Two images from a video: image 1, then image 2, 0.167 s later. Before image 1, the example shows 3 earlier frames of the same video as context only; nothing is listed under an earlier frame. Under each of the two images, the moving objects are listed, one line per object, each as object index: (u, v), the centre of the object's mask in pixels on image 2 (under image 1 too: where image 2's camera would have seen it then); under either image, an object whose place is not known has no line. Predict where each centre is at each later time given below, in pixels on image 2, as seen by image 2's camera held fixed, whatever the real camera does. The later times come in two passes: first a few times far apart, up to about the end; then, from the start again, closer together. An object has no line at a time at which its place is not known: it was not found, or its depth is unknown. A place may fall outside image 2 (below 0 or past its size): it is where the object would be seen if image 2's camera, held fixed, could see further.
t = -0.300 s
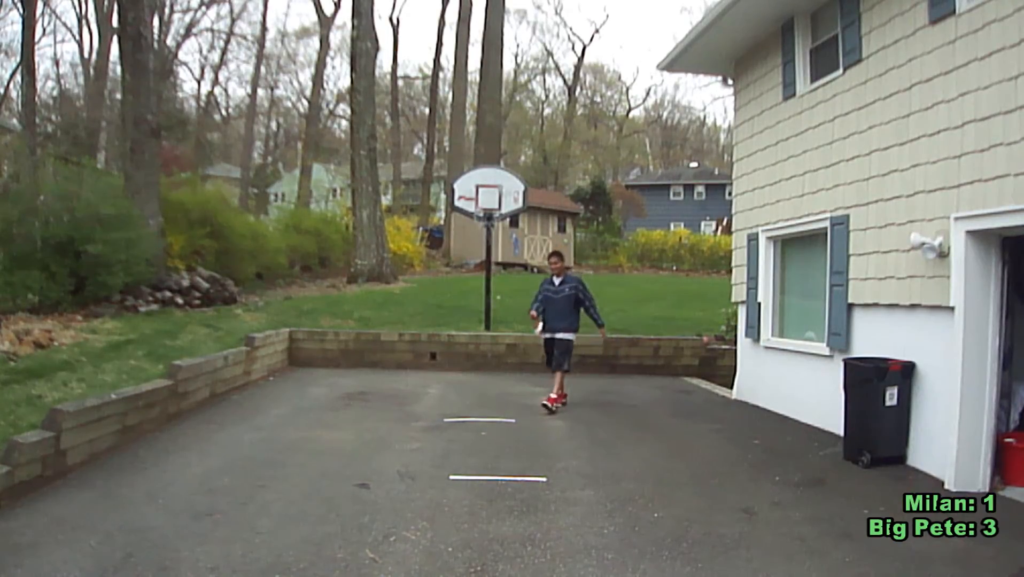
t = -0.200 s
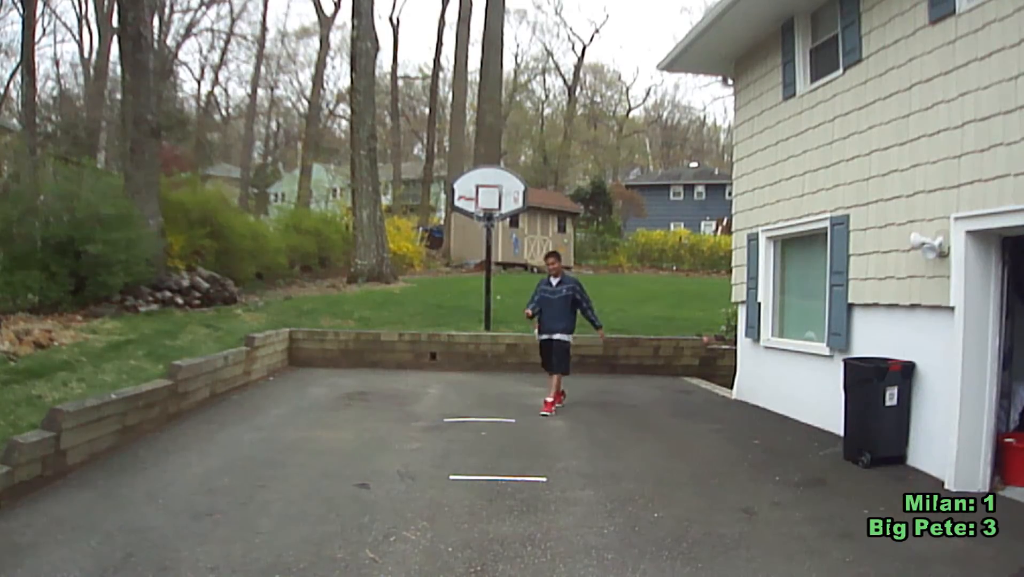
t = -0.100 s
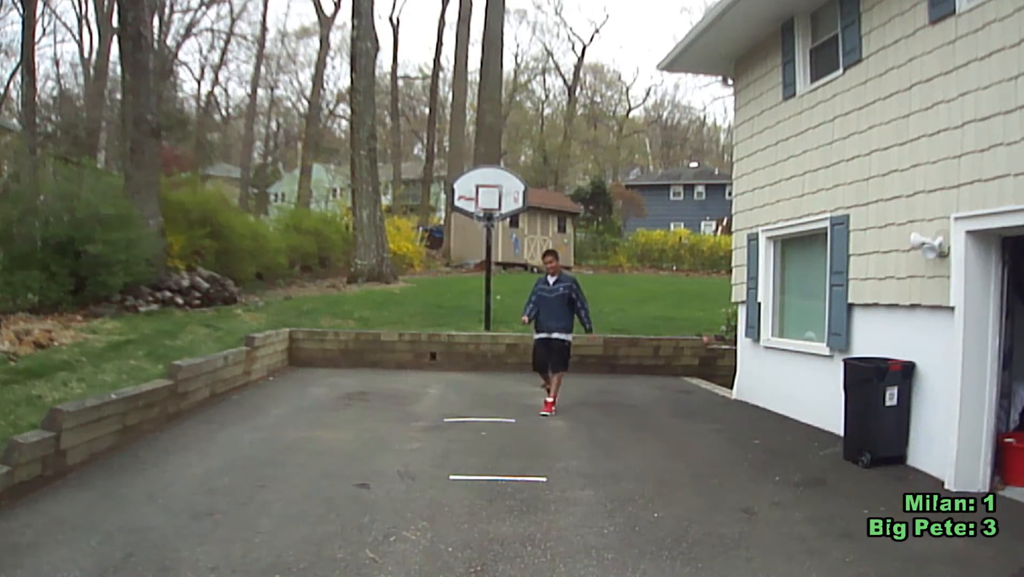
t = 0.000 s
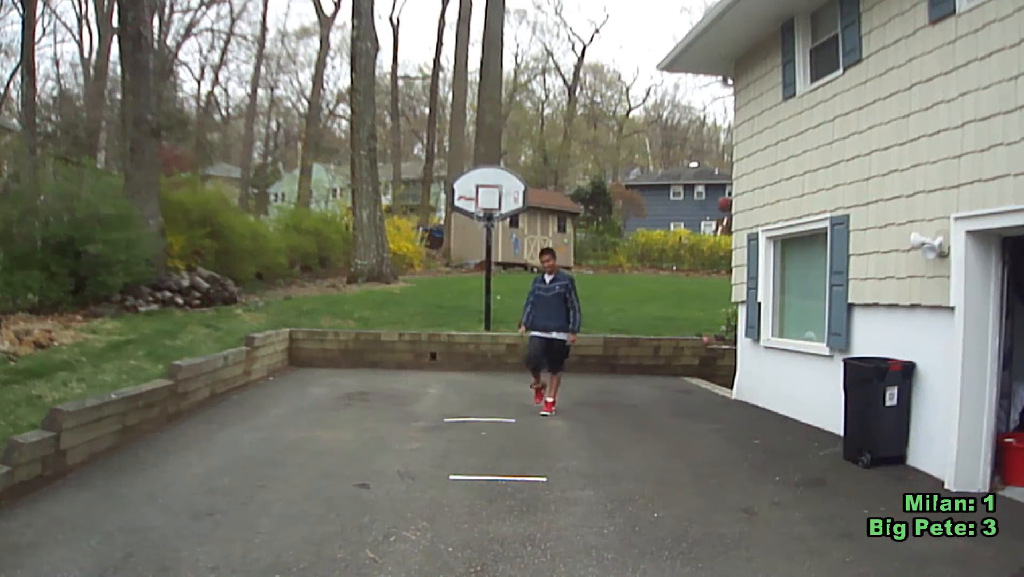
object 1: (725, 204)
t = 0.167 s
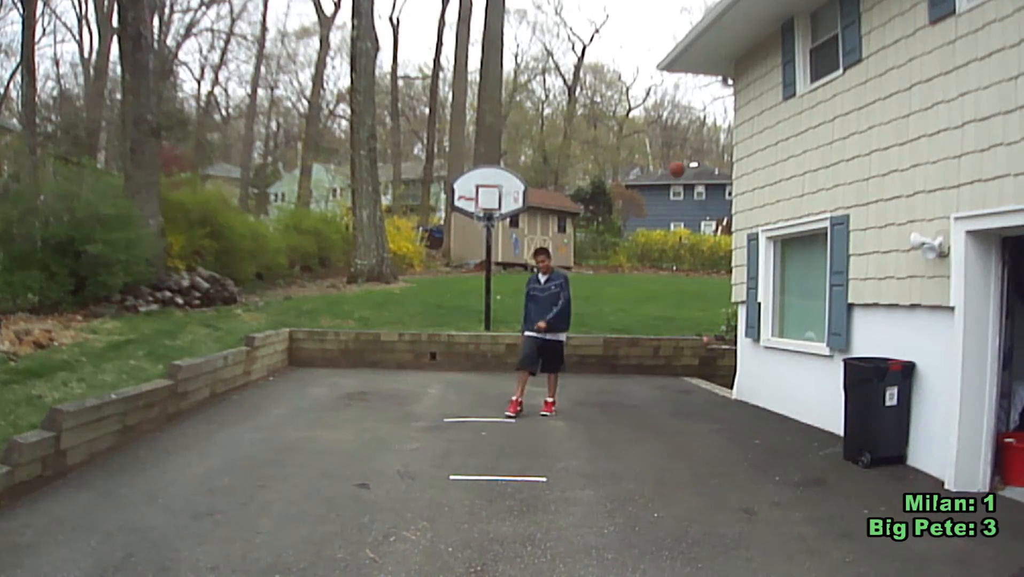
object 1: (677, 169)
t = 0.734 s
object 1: (521, 188)
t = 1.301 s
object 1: (468, 225)
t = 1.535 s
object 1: (451, 294)
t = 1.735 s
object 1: (435, 373)
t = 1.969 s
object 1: (419, 305)
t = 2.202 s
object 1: (402, 275)
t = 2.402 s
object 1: (387, 283)
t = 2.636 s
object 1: (367, 330)
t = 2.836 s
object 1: (350, 368)
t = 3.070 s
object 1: (331, 326)
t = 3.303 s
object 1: (310, 327)
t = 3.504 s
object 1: (292, 362)
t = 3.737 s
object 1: (276, 356)
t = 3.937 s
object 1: (264, 345)
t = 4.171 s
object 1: (249, 373)
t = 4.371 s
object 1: (237, 367)
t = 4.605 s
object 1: (234, 366)
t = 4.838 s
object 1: (240, 381)
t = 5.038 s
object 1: (241, 376)
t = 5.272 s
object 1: (242, 386)
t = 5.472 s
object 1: (245, 389)
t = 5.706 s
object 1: (246, 391)
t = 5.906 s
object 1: (249, 395)
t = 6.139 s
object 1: (252, 400)
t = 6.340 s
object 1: (256, 405)
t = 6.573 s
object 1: (263, 409)
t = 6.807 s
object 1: (270, 414)
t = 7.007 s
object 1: (274, 417)
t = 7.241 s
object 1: (279, 420)
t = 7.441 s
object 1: (281, 423)
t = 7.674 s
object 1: (284, 428)
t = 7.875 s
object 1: (286, 431)
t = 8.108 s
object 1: (288, 436)
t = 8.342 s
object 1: (289, 441)
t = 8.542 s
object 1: (291, 445)
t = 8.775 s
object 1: (290, 451)
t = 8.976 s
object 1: (289, 457)
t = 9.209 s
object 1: (288, 464)
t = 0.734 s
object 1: (521, 188)
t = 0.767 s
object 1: (512, 196)
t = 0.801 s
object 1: (503, 204)
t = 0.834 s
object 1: (499, 204)
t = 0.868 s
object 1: (497, 202)
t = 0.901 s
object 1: (495, 199)
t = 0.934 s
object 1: (494, 196)
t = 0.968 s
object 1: (492, 195)
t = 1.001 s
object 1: (489, 195)
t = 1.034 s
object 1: (486, 195)
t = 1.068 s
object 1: (485, 196)
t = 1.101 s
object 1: (482, 198)
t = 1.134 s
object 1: (480, 200)
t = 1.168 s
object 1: (478, 204)
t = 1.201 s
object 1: (475, 207)
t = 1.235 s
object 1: (473, 213)
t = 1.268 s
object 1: (470, 219)
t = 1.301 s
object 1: (468, 225)
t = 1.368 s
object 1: (463, 240)
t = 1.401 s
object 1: (461, 249)
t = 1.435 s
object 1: (458, 258)
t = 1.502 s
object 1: (453, 281)
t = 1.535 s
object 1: (451, 294)
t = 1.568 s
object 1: (448, 307)
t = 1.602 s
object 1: (445, 321)
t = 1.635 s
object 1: (442, 335)
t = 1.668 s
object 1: (440, 351)
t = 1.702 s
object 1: (438, 368)
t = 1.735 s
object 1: (435, 373)
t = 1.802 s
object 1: (431, 350)
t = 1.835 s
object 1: (428, 339)
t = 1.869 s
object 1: (426, 330)
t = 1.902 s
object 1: (423, 320)
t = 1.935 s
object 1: (421, 312)
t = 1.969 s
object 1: (419, 305)
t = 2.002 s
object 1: (417, 298)
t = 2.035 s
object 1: (415, 292)
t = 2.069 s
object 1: (412, 287)
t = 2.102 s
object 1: (410, 283)
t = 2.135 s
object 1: (407, 280)
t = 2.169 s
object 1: (405, 277)
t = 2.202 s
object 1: (402, 275)
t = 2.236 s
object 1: (400, 274)
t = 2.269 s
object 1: (397, 274)
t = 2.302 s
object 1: (394, 275)
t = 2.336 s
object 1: (392, 276)
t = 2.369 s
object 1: (389, 279)
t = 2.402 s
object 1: (387, 283)
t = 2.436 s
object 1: (385, 287)
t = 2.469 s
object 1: (381, 292)
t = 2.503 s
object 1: (378, 298)
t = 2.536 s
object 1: (376, 305)
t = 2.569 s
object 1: (373, 312)
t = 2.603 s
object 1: (370, 320)
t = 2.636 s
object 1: (367, 330)
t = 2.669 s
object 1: (364, 340)
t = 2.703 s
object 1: (361, 351)
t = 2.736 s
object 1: (359, 364)
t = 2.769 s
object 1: (356, 377)
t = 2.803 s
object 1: (353, 377)
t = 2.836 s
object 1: (350, 368)
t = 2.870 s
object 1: (347, 359)
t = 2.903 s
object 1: (345, 351)
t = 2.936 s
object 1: (342, 344)
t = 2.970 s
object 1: (339, 339)
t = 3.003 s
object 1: (337, 334)
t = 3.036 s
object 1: (334, 329)
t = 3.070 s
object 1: (331, 326)
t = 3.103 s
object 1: (329, 324)
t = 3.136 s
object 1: (325, 322)
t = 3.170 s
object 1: (323, 321)
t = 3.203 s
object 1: (320, 321)
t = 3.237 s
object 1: (317, 322)
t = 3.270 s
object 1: (314, 324)
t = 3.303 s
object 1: (310, 327)
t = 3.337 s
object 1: (307, 330)
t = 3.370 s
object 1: (304, 335)
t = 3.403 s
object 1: (301, 340)
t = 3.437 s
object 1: (298, 346)
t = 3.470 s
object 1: (295, 353)
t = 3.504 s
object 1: (292, 362)
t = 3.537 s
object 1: (289, 372)
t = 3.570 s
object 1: (286, 382)
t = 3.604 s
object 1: (283, 381)
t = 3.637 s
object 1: (281, 374)
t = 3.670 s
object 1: (279, 367)
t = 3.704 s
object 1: (278, 361)
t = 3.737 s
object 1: (276, 356)
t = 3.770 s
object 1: (273, 352)
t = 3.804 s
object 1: (272, 348)
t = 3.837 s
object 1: (270, 346)
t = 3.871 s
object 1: (267, 345)
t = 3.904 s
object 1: (266, 344)
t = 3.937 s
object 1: (264, 345)
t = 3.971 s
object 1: (262, 346)
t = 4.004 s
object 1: (260, 348)
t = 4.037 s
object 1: (258, 351)
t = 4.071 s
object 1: (256, 355)
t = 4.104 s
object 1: (253, 361)
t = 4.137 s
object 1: (251, 366)
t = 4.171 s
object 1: (249, 373)
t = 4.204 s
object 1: (247, 381)
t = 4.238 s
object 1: (246, 388)
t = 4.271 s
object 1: (244, 382)
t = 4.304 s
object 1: (241, 376)
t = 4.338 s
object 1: (239, 371)
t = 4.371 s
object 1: (237, 367)
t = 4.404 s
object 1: (235, 365)
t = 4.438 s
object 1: (232, 363)
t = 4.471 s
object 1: (230, 362)
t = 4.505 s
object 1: (230, 362)
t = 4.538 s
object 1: (231, 362)
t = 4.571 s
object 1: (233, 363)
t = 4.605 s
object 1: (234, 366)
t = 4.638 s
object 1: (235, 370)
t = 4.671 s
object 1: (237, 374)
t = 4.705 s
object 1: (238, 380)
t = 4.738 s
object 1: (239, 387)
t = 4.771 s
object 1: (240, 391)
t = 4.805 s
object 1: (240, 386)
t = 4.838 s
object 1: (240, 381)
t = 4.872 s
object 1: (240, 379)
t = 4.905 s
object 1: (241, 376)
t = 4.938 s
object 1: (241, 375)
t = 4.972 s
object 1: (241, 375)
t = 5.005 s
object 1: (241, 375)
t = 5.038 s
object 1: (241, 376)
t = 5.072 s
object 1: (241, 379)
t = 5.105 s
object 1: (241, 383)
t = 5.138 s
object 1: (242, 387)
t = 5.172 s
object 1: (242, 393)
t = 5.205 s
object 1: (242, 393)
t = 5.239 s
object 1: (242, 389)
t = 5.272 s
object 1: (242, 386)
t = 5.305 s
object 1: (243, 384)
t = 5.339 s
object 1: (243, 383)
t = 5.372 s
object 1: (244, 383)
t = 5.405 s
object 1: (244, 384)
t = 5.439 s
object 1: (244, 386)
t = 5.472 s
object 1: (245, 389)
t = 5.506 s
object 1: (245, 393)
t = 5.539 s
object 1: (245, 397)
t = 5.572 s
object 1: (245, 394)
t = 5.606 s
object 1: (246, 391)
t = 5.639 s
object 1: (246, 390)
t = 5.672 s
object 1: (246, 390)
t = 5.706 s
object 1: (246, 391)
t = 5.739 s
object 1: (247, 392)
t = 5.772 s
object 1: (247, 395)
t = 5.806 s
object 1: (248, 399)
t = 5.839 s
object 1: (248, 399)
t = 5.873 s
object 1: (248, 396)
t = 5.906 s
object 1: (249, 395)
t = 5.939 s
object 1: (249, 395)
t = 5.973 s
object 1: (249, 396)
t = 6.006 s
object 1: (250, 398)
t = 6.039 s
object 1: (251, 401)
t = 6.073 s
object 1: (251, 401)
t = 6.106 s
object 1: (251, 400)
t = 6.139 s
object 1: (252, 400)
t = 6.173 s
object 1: (253, 401)
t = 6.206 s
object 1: (253, 403)
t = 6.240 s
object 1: (254, 405)
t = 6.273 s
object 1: (255, 404)
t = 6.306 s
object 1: (256, 404)
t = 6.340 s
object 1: (256, 405)
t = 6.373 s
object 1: (257, 407)
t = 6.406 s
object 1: (258, 407)
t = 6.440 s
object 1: (259, 407)
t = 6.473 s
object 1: (260, 407)
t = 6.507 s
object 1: (261, 409)
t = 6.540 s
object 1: (262, 409)
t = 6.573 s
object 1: (263, 409)
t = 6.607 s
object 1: (264, 410)
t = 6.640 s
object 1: (265, 410)
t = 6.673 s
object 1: (266, 411)
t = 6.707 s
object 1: (267, 412)
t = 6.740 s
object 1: (268, 412)
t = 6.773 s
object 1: (269, 413)
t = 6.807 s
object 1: (270, 414)
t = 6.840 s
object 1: (271, 414)
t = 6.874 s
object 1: (272, 415)
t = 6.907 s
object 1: (272, 415)
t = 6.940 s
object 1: (273, 416)
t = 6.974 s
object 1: (274, 416)
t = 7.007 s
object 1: (274, 417)
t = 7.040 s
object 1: (275, 417)
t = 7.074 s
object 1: (276, 417)
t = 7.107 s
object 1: (276, 418)
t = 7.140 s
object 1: (277, 419)
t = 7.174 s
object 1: (278, 419)
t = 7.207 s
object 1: (278, 420)
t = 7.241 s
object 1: (279, 420)
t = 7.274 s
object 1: (279, 421)
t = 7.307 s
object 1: (280, 421)
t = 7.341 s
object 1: (280, 422)
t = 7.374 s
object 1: (281, 422)
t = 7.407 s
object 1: (281, 422)
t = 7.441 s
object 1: (281, 423)
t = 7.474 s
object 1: (282, 424)
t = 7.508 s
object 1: (282, 424)
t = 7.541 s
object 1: (283, 425)
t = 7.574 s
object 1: (283, 425)
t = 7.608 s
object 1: (283, 426)
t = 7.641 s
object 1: (284, 427)
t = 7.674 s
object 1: (284, 428)
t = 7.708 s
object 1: (285, 428)
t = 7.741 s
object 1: (285, 429)
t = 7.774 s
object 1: (285, 429)
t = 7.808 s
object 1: (286, 430)
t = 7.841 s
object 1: (286, 430)
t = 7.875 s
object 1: (286, 431)
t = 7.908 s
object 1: (286, 432)
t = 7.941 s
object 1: (287, 432)
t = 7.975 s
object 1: (287, 433)
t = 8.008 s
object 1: (287, 434)
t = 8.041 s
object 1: (287, 435)
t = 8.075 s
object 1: (288, 435)
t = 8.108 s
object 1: (288, 436)
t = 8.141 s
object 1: (288, 437)
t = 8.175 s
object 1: (288, 438)
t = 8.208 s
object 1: (289, 438)
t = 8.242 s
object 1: (289, 439)
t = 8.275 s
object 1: (289, 439)
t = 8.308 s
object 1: (289, 440)
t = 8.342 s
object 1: (289, 441)
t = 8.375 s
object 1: (289, 442)
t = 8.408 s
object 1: (290, 442)
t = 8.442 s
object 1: (290, 443)
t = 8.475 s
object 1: (290, 444)
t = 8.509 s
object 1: (290, 445)
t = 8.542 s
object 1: (291, 445)
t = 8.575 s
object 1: (291, 446)
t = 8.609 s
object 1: (291, 447)
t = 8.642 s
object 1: (291, 448)
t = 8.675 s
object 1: (291, 449)
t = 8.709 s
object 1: (291, 450)
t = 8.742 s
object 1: (291, 450)
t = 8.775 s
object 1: (290, 451)
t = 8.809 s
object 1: (290, 452)
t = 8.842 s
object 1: (290, 453)
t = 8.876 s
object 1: (290, 454)
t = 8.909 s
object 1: (290, 455)
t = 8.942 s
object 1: (290, 456)
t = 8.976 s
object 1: (289, 457)
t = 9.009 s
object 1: (289, 457)
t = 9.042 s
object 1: (289, 458)
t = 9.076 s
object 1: (289, 459)
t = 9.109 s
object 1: (289, 460)
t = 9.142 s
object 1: (289, 461)
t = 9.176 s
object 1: (288, 463)
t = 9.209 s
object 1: (288, 464)
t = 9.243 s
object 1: (288, 465)
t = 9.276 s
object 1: (288, 466)
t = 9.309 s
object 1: (288, 467)
